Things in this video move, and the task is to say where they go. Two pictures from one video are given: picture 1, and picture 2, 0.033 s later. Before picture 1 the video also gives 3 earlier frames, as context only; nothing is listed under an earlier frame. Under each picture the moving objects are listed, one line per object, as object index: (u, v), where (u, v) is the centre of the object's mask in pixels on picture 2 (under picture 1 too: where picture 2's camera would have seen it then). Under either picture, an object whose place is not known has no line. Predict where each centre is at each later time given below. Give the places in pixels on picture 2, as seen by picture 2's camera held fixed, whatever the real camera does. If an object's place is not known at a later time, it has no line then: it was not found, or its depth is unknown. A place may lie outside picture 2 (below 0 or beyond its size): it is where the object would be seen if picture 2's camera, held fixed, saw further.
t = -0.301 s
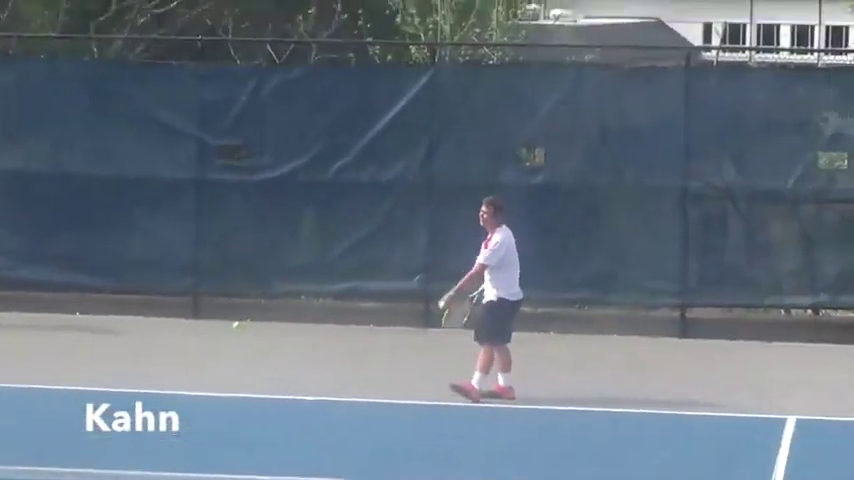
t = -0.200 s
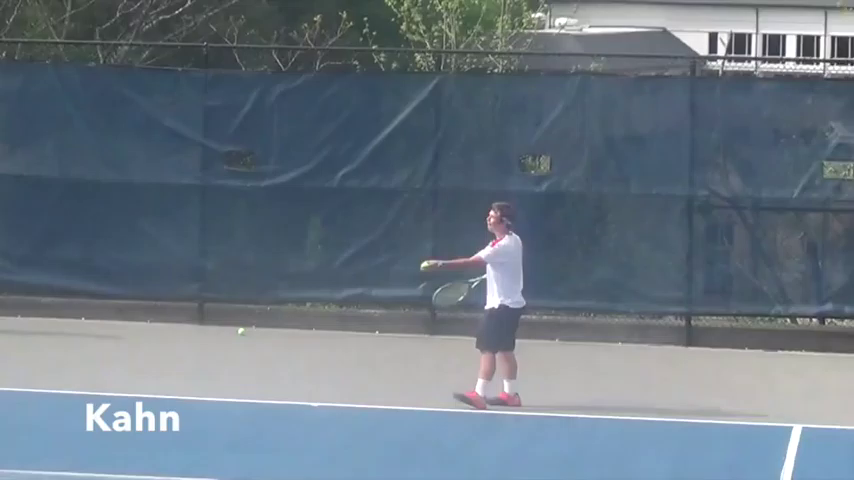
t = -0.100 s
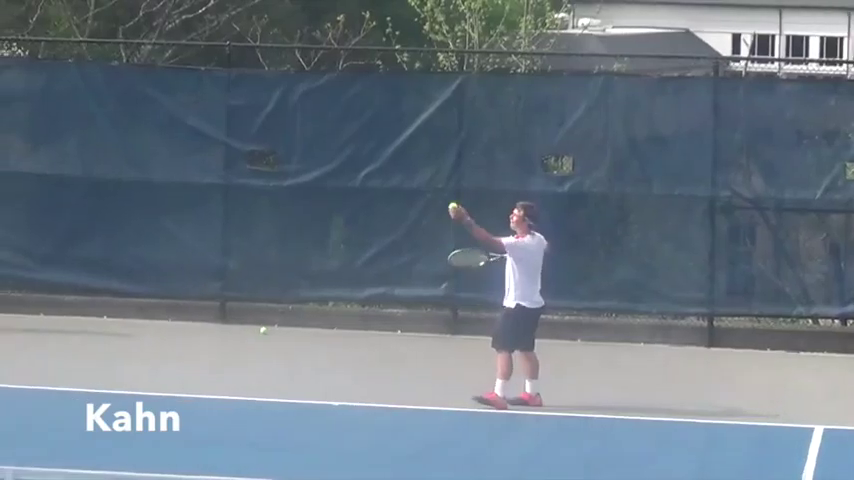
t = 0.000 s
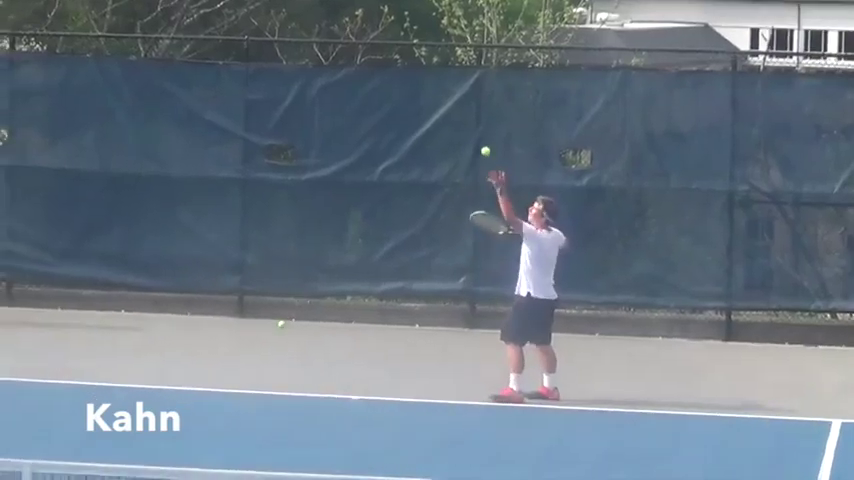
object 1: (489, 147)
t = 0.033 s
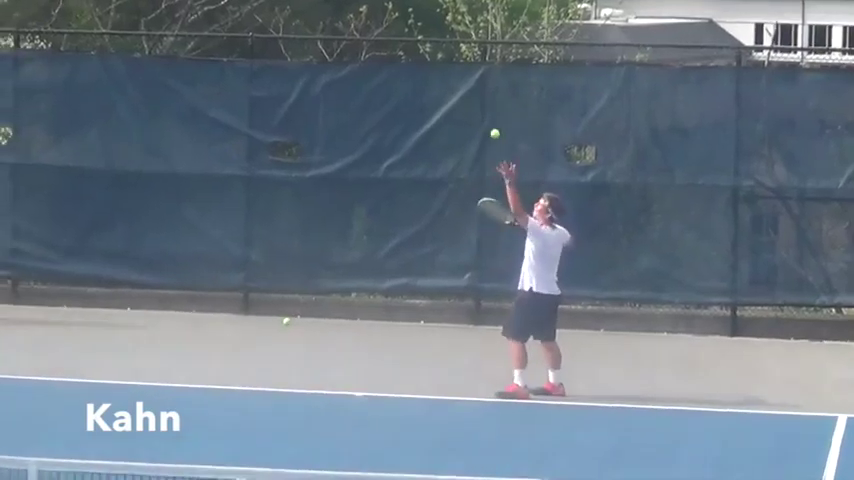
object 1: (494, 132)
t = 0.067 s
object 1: (499, 121)
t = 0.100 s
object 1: (504, 109)
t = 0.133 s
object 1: (508, 99)
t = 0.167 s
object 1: (512, 89)
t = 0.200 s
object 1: (516, 82)
